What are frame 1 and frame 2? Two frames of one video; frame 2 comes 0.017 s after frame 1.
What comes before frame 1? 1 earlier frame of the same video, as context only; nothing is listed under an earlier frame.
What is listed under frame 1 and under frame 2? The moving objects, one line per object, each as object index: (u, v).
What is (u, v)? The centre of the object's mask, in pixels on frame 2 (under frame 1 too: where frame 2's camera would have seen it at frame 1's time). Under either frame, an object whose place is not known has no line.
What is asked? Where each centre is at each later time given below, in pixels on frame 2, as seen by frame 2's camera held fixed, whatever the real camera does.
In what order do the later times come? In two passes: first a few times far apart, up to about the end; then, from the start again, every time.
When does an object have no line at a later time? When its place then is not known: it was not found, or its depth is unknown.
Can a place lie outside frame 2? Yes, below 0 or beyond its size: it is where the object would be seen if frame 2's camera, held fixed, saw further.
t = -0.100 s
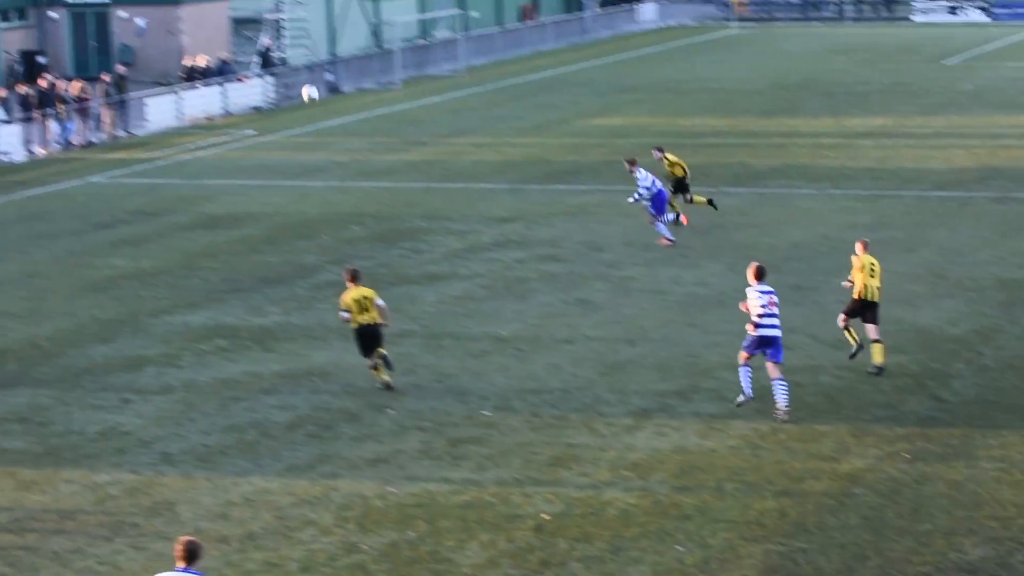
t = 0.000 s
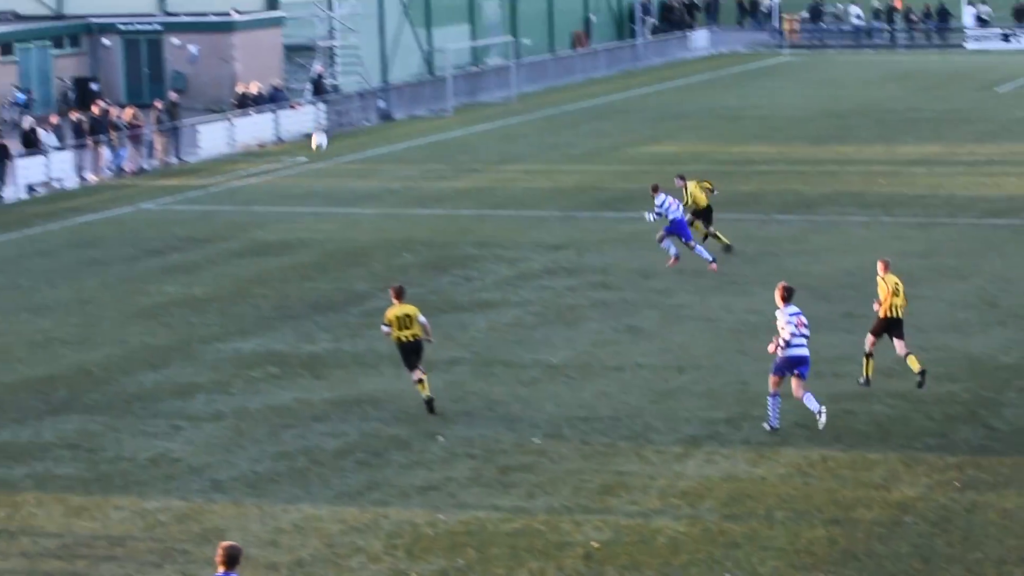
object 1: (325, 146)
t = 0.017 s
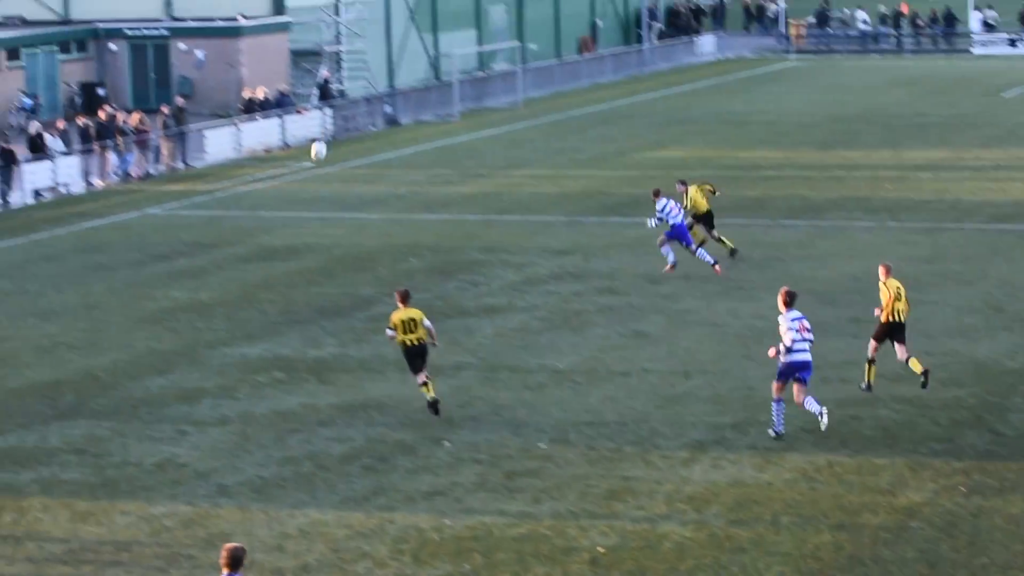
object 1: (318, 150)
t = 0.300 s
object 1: (211, 242)
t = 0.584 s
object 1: (134, 270)
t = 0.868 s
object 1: (95, 204)
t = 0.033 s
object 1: (312, 155)
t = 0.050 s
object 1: (305, 158)
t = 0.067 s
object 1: (298, 163)
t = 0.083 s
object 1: (292, 168)
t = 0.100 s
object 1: (286, 173)
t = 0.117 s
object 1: (279, 178)
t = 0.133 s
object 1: (273, 183)
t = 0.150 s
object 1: (266, 189)
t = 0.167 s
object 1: (260, 194)
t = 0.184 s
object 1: (253, 200)
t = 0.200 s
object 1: (247, 205)
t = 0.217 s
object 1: (241, 211)
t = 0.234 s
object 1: (235, 216)
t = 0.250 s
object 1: (228, 223)
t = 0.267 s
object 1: (223, 229)
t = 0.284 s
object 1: (217, 236)
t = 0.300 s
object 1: (211, 242)
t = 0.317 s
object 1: (204, 249)
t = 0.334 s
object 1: (198, 256)
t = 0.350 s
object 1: (192, 263)
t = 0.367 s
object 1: (186, 270)
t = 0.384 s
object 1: (180, 277)
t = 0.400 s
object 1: (174, 284)
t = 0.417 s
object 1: (169, 291)
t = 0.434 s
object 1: (163, 299)
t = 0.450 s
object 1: (157, 307)
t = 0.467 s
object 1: (151, 312)
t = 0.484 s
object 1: (149, 307)
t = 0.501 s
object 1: (146, 300)
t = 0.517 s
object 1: (144, 293)
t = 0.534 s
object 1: (141, 287)
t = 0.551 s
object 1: (139, 281)
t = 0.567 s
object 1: (136, 275)
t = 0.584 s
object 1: (134, 270)
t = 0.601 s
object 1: (132, 265)
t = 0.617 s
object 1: (129, 260)
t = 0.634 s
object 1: (127, 255)
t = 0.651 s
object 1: (125, 250)
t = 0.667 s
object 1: (122, 245)
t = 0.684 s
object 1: (120, 241)
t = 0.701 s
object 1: (118, 236)
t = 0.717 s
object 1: (115, 232)
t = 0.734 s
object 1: (113, 229)
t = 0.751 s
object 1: (111, 225)
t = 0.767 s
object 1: (108, 221)
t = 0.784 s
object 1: (106, 218)
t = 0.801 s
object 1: (104, 215)
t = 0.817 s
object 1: (102, 213)
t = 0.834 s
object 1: (99, 210)
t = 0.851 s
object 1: (97, 207)
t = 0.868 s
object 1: (95, 204)
